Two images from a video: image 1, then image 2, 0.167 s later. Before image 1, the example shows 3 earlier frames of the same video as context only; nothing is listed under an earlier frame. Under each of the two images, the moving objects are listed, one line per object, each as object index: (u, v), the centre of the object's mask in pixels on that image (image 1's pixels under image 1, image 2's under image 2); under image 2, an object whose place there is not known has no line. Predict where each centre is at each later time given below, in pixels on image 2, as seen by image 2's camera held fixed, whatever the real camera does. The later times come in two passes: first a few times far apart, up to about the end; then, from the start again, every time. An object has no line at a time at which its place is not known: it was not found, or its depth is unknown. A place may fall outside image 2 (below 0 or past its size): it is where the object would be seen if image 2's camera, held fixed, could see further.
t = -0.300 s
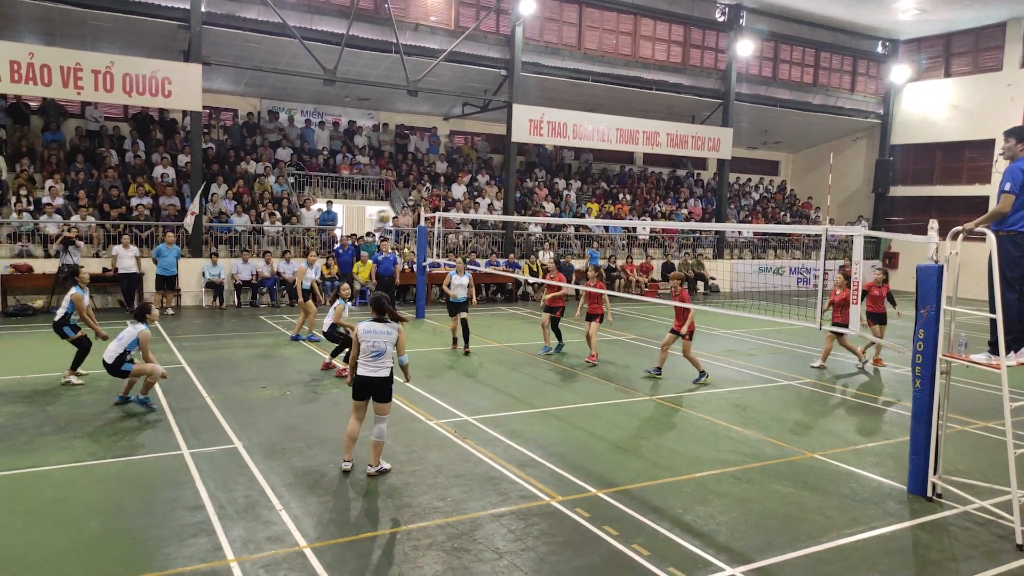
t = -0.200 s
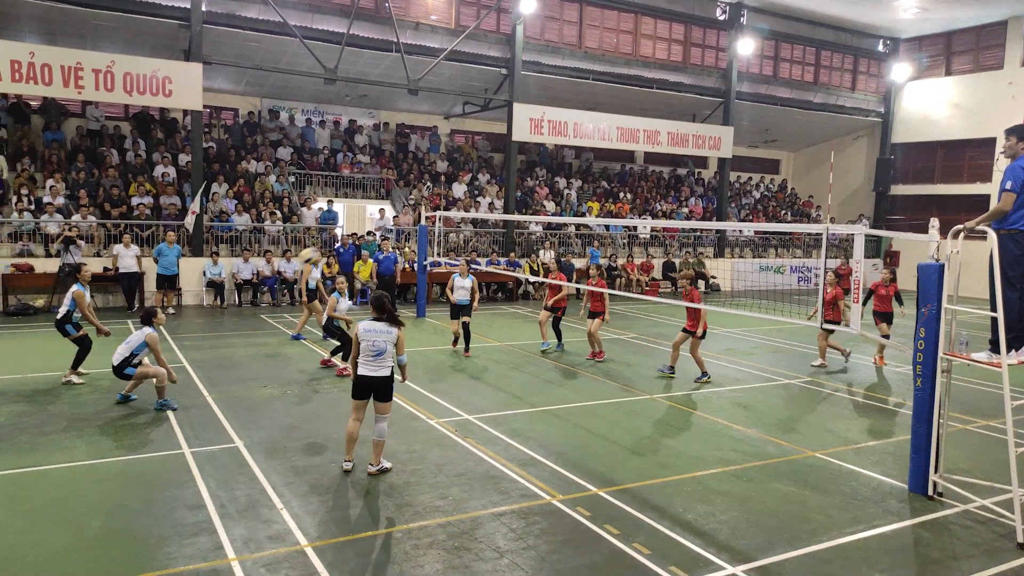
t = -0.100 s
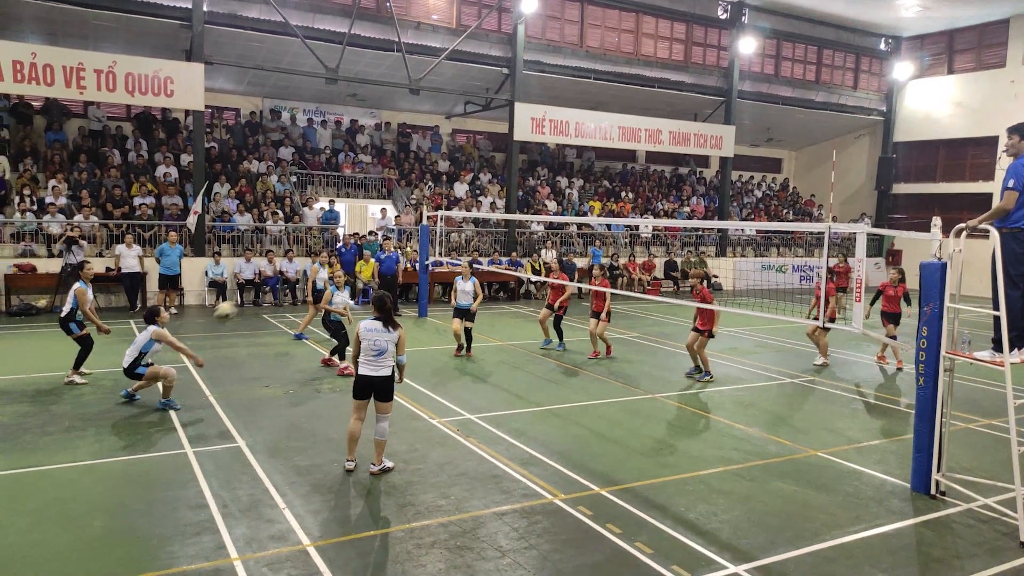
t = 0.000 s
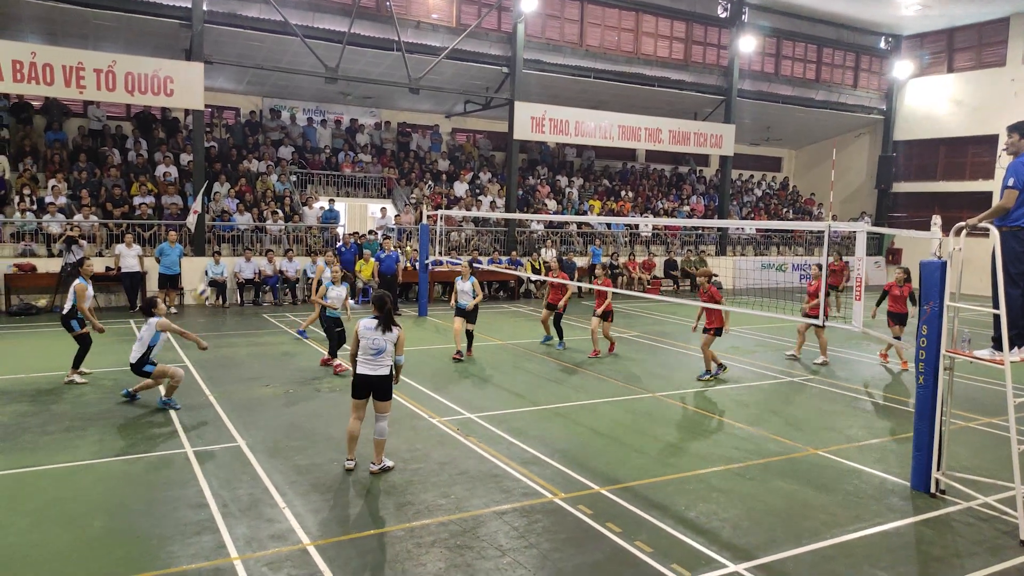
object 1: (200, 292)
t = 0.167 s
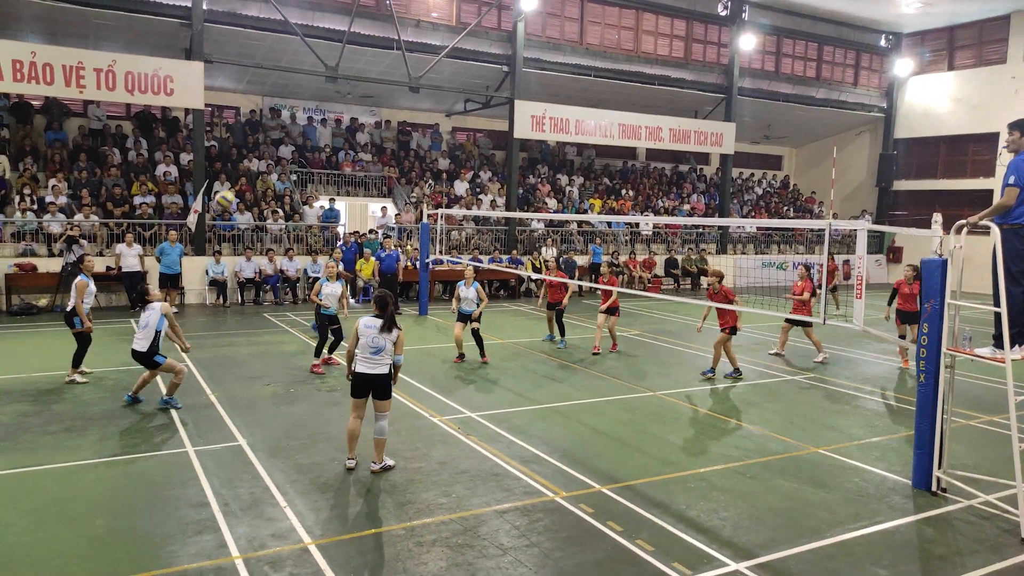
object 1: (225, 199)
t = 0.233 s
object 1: (234, 169)
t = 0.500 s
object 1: (273, 85)
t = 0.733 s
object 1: (306, 62)
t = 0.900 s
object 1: (331, 78)
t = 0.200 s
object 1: (230, 184)
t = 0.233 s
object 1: (234, 169)
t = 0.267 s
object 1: (239, 156)
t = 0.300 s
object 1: (244, 143)
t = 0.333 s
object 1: (249, 130)
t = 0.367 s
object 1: (253, 119)
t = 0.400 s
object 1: (258, 109)
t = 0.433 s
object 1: (263, 99)
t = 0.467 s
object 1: (268, 92)
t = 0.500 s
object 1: (273, 85)
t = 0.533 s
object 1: (278, 78)
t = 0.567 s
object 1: (283, 73)
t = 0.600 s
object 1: (288, 69)
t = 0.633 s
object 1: (292, 65)
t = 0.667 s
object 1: (297, 63)
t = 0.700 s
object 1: (302, 63)
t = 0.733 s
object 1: (306, 62)
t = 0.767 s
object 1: (312, 63)
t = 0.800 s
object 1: (317, 66)
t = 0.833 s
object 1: (322, 69)
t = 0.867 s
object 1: (327, 73)
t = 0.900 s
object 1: (331, 78)
